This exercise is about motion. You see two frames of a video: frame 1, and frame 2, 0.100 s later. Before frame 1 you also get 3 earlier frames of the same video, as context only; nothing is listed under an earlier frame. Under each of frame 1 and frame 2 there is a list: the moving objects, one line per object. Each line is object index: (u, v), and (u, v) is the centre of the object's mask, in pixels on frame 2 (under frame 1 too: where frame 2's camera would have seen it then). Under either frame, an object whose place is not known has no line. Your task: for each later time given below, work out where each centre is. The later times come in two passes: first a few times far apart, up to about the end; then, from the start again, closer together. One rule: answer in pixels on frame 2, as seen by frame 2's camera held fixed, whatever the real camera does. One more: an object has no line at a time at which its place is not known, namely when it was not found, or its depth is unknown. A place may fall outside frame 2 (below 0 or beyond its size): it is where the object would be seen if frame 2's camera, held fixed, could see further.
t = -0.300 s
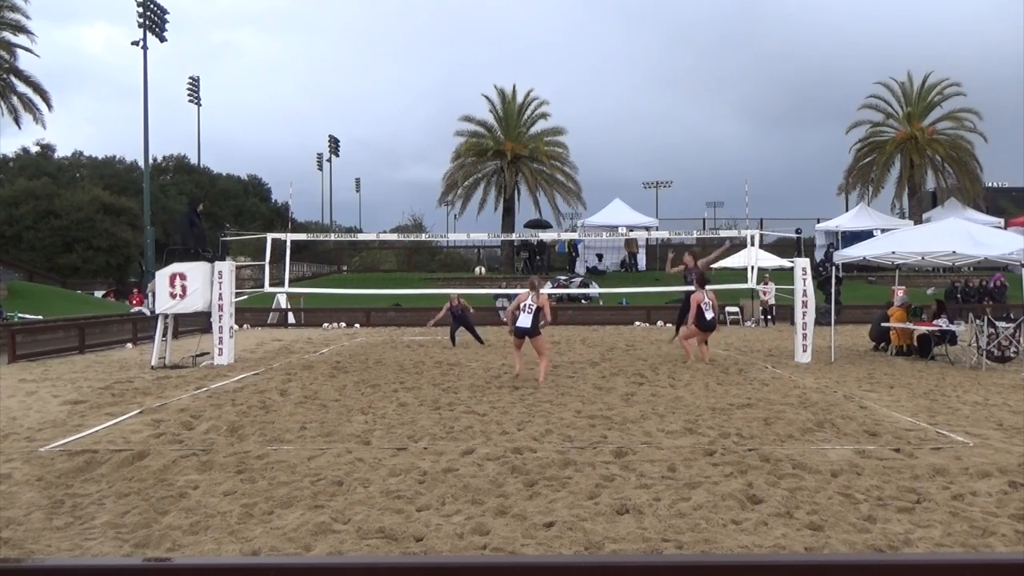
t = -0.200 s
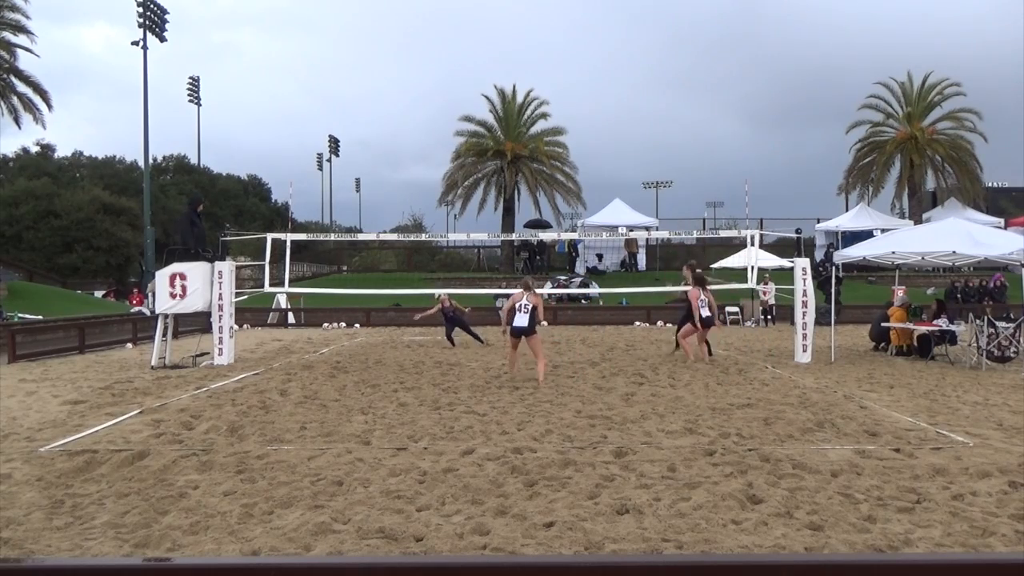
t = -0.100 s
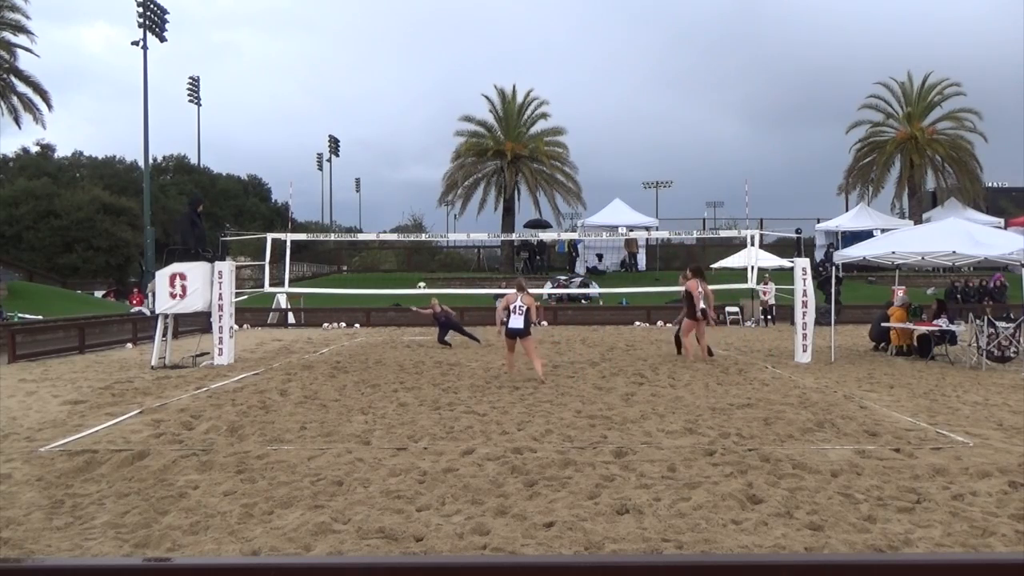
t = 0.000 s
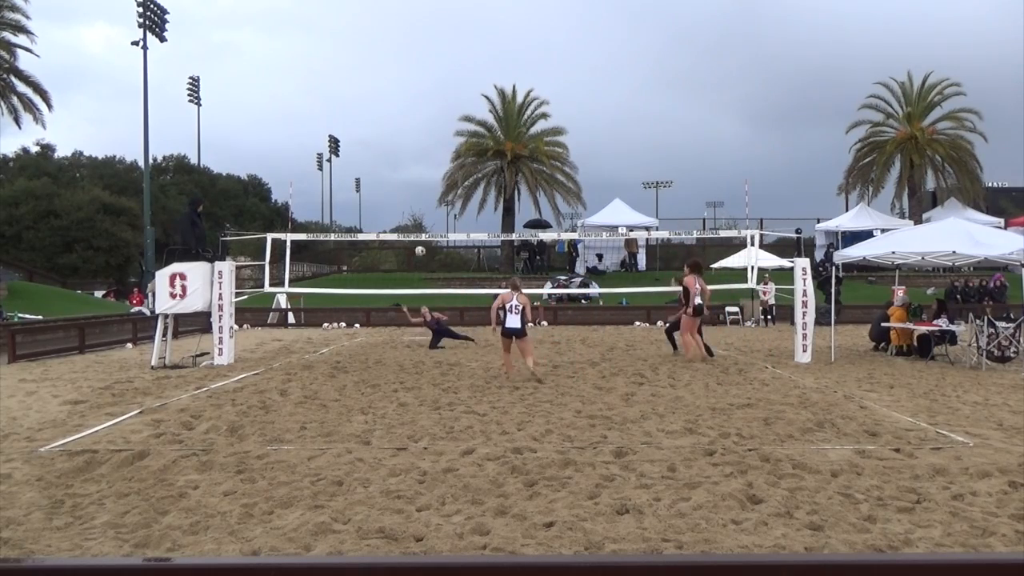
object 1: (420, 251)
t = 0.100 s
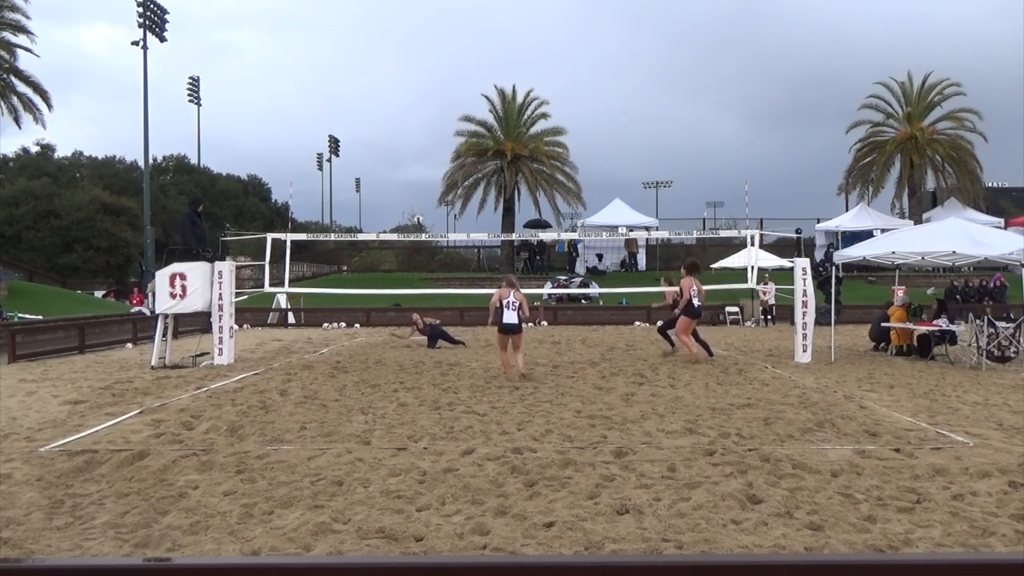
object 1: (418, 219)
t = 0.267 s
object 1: (414, 180)
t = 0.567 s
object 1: (408, 140)
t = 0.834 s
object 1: (402, 140)
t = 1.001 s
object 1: (399, 155)
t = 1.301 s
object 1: (394, 212)
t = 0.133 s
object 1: (417, 211)
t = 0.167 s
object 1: (417, 202)
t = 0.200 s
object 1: (416, 194)
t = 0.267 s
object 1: (414, 180)
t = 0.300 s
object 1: (414, 174)
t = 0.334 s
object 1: (413, 167)
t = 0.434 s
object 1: (411, 152)
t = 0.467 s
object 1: (410, 149)
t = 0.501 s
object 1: (409, 146)
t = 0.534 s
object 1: (408, 143)
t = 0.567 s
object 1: (408, 140)
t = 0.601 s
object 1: (407, 139)
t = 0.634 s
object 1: (406, 138)
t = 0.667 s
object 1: (405, 137)
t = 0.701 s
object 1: (405, 136)
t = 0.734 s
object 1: (404, 136)
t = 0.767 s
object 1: (403, 138)
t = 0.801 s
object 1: (403, 138)
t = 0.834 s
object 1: (402, 140)
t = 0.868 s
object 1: (401, 142)
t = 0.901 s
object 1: (400, 145)
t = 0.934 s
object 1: (400, 147)
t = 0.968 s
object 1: (399, 151)
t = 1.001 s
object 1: (399, 155)
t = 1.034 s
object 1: (397, 160)
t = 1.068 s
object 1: (398, 165)
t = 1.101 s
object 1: (396, 170)
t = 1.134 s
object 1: (396, 176)
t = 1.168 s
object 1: (395, 182)
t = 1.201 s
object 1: (395, 188)
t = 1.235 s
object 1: (394, 196)
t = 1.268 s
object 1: (393, 204)
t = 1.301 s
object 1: (394, 212)
